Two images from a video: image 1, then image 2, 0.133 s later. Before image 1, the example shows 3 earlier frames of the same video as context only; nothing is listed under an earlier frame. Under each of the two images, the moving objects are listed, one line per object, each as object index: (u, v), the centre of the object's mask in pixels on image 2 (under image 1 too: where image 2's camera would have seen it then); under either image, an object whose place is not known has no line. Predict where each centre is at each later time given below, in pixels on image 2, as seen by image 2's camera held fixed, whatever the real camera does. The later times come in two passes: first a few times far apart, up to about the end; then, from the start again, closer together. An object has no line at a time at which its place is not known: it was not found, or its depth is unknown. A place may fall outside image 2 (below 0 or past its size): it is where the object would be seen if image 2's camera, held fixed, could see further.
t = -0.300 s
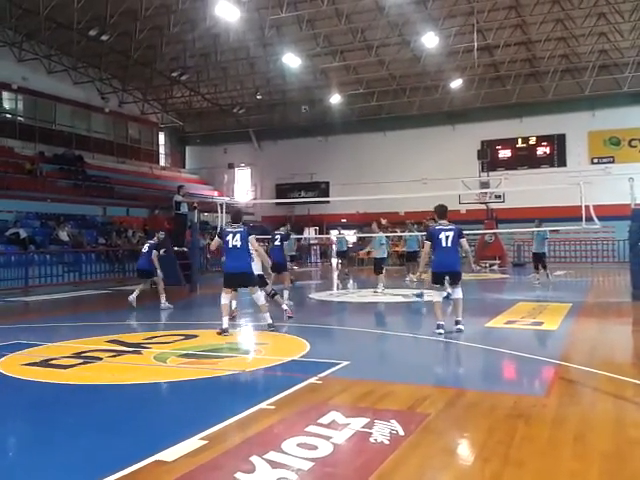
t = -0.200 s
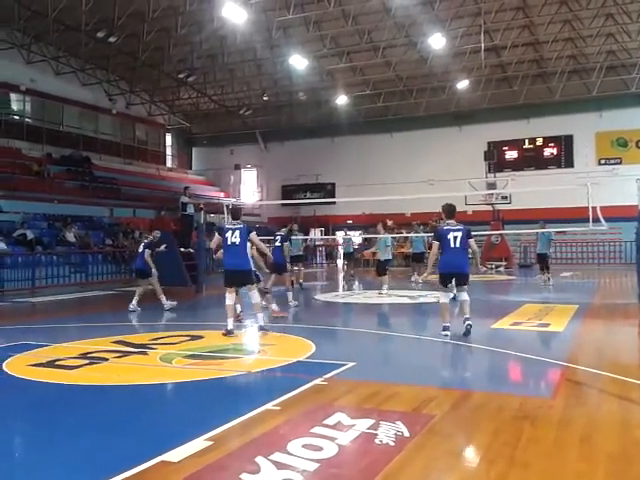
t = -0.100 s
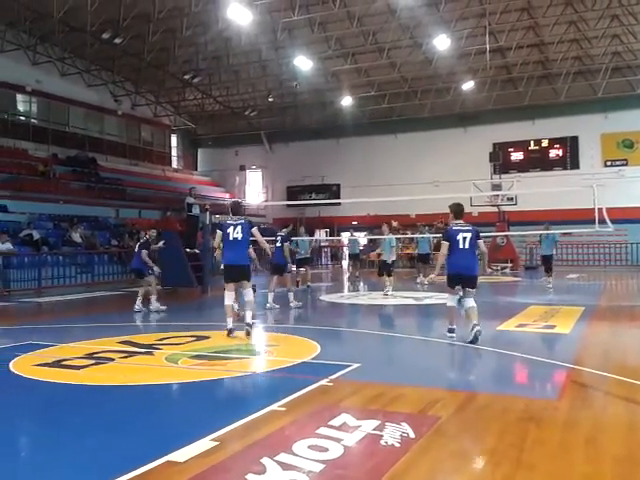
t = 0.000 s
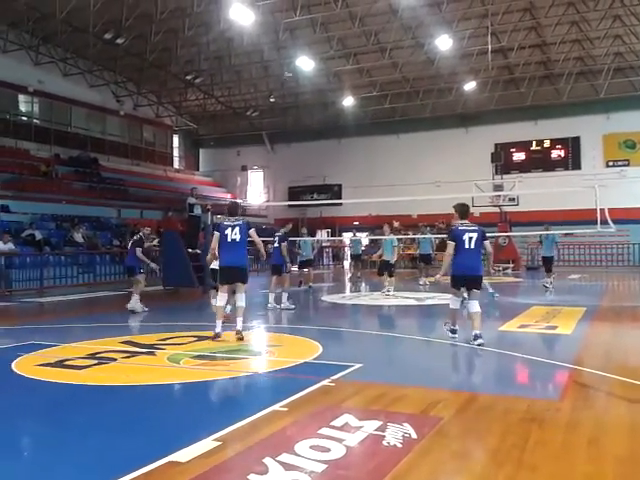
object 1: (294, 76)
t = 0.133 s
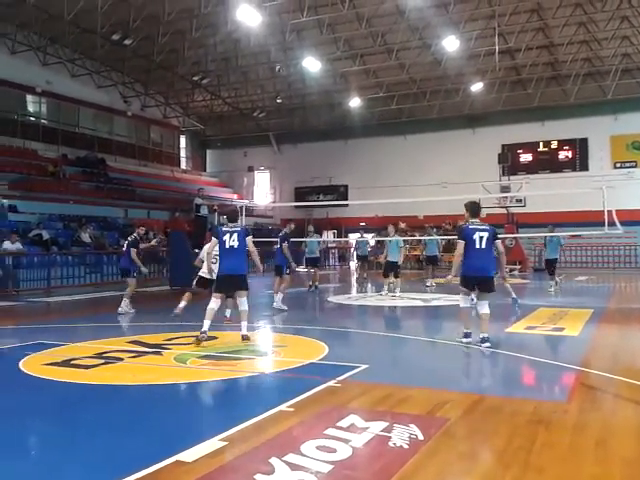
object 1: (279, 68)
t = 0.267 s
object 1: (262, 68)
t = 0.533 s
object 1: (225, 93)
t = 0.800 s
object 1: (174, 169)
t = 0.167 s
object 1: (274, 67)
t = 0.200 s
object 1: (271, 67)
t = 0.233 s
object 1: (267, 66)
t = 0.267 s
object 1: (262, 68)
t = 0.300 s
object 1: (258, 69)
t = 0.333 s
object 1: (253, 71)
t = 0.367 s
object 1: (249, 73)
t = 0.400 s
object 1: (245, 75)
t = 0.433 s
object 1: (240, 79)
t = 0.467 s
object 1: (235, 83)
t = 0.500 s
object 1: (229, 90)
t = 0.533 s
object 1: (225, 93)
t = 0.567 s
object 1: (219, 101)
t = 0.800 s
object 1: (174, 169)
